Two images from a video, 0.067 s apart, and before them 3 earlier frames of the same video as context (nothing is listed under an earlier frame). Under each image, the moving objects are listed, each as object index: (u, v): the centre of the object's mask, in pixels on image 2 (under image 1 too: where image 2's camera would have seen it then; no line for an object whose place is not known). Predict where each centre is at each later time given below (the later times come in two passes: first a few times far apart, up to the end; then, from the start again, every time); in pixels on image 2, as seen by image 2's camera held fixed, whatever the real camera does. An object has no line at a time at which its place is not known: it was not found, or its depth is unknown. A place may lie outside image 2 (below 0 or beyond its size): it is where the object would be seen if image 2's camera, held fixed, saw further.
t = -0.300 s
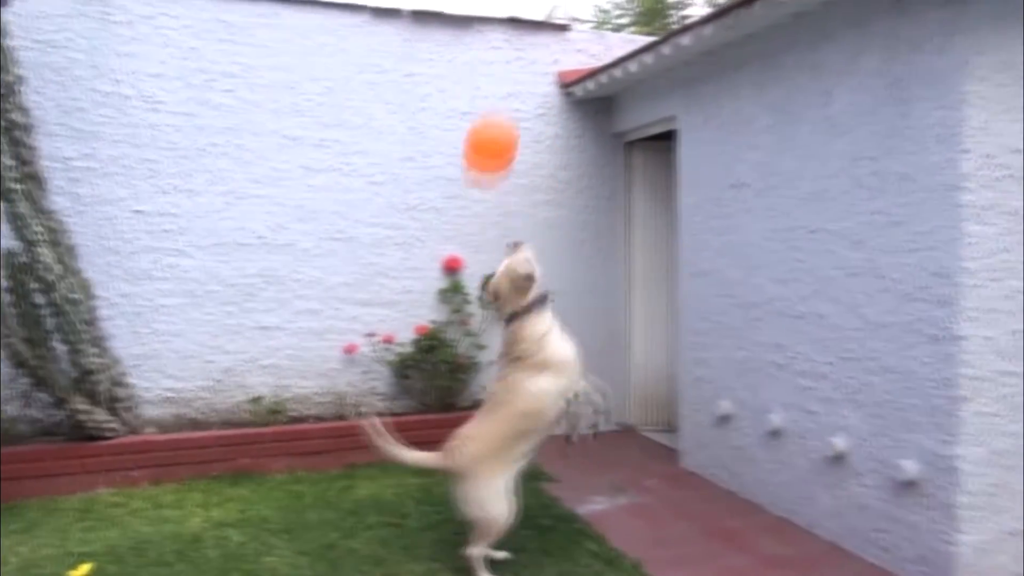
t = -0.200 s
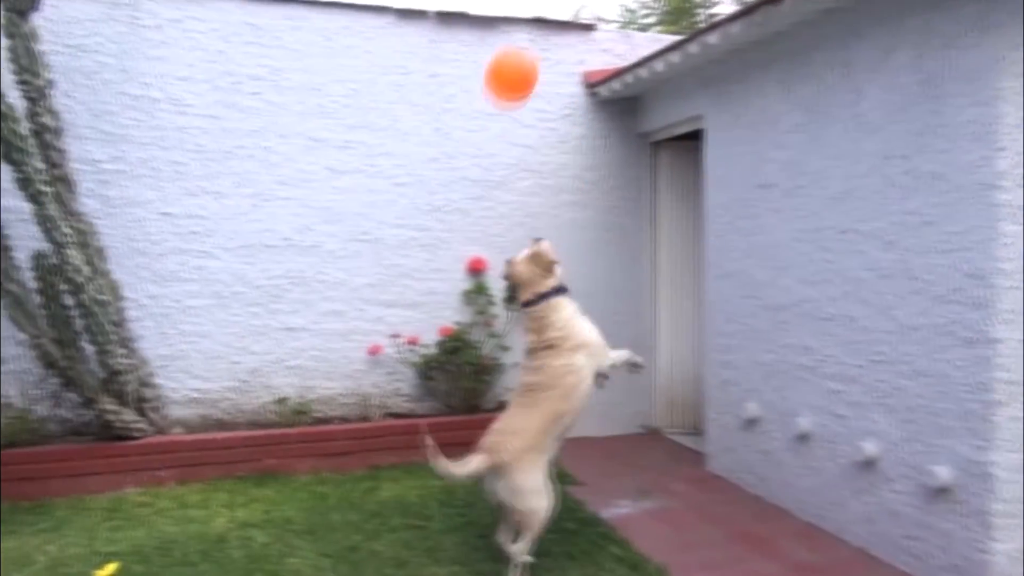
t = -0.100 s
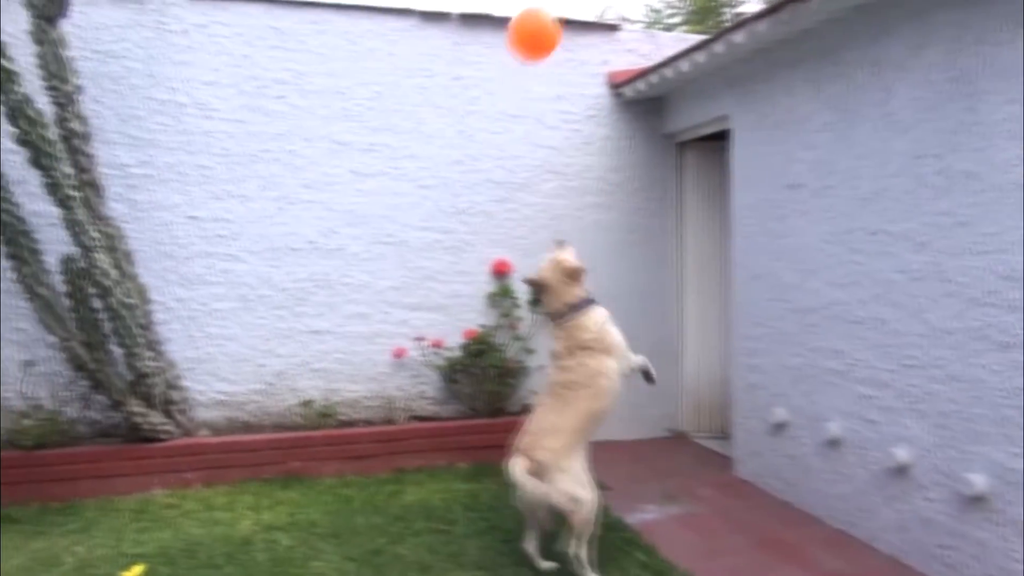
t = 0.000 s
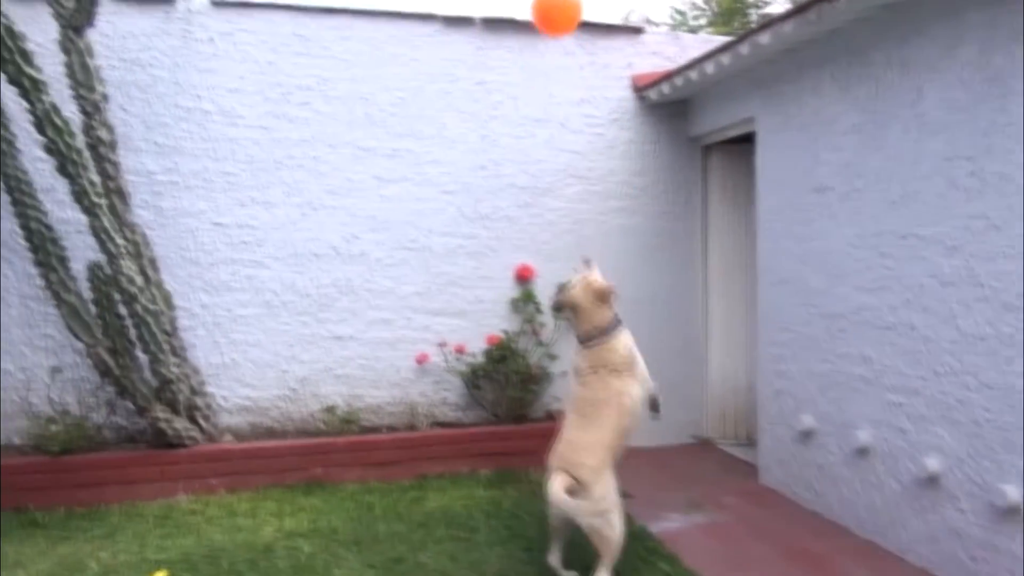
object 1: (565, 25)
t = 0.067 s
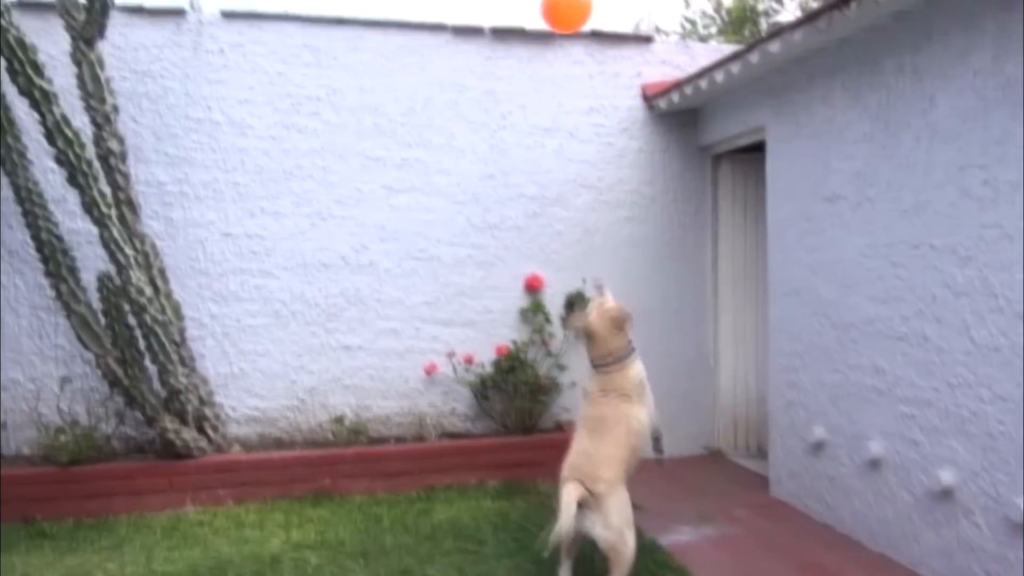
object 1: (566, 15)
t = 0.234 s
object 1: (566, -3)
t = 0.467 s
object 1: (557, -1)
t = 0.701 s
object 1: (549, 13)
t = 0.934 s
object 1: (542, 38)
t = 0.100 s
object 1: (566, 10)
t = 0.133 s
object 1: (567, 5)
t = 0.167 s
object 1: (567, 1)
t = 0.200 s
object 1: (567, -1)
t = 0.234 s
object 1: (566, -3)
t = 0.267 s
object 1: (565, -4)
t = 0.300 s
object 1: (564, -4)
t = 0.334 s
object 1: (562, -4)
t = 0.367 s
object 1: (561, -4)
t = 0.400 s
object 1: (560, -3)
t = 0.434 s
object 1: (559, -2)
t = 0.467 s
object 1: (557, -1)
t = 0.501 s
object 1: (556, 1)
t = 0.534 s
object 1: (554, 2)
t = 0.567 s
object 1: (553, 4)
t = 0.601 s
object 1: (552, 6)
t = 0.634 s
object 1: (551, 8)
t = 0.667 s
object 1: (550, 10)
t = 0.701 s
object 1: (549, 13)
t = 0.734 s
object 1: (548, 16)
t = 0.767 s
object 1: (547, 19)
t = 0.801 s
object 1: (546, 22)
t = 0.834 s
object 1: (545, 25)
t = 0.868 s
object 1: (543, 30)
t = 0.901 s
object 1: (542, 34)
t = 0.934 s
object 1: (542, 38)
